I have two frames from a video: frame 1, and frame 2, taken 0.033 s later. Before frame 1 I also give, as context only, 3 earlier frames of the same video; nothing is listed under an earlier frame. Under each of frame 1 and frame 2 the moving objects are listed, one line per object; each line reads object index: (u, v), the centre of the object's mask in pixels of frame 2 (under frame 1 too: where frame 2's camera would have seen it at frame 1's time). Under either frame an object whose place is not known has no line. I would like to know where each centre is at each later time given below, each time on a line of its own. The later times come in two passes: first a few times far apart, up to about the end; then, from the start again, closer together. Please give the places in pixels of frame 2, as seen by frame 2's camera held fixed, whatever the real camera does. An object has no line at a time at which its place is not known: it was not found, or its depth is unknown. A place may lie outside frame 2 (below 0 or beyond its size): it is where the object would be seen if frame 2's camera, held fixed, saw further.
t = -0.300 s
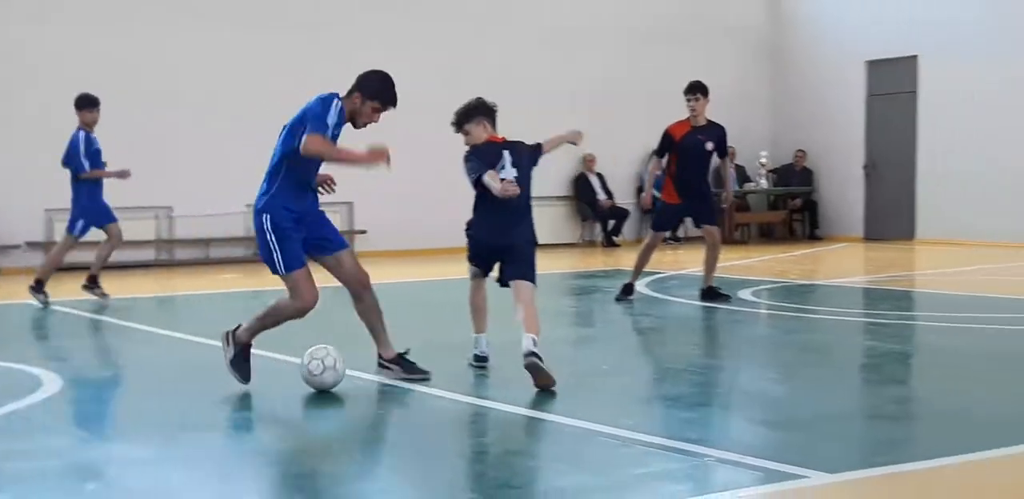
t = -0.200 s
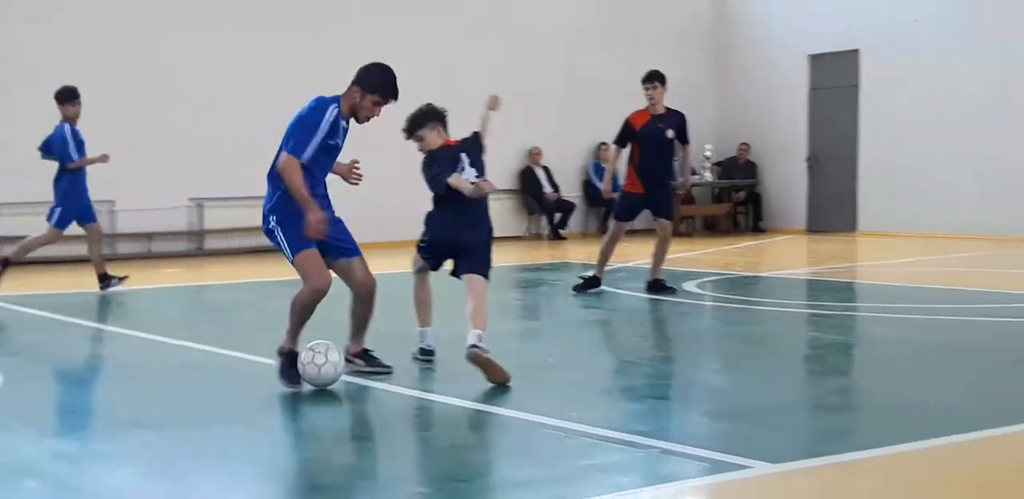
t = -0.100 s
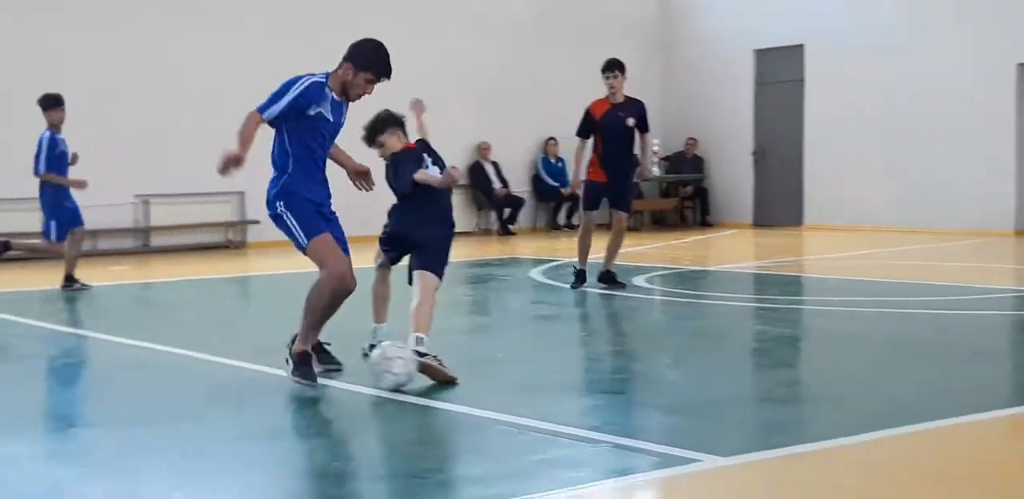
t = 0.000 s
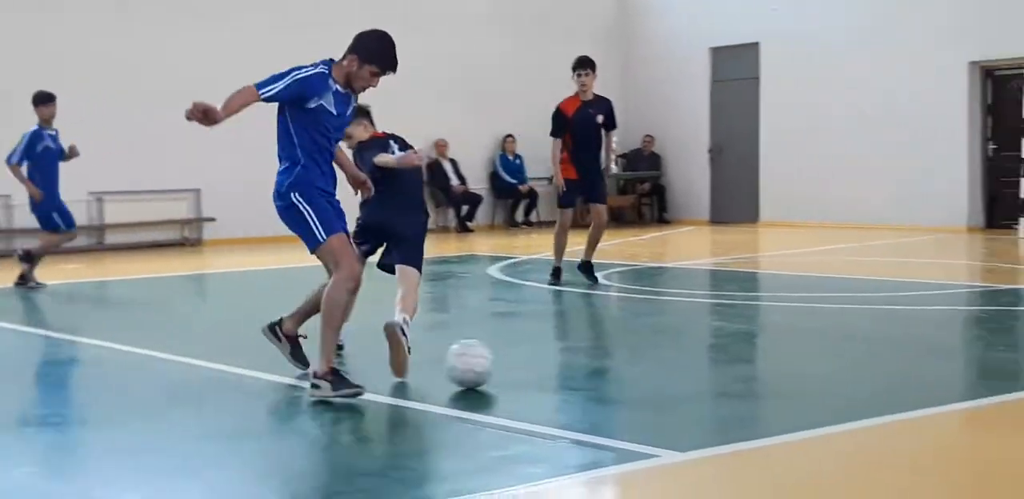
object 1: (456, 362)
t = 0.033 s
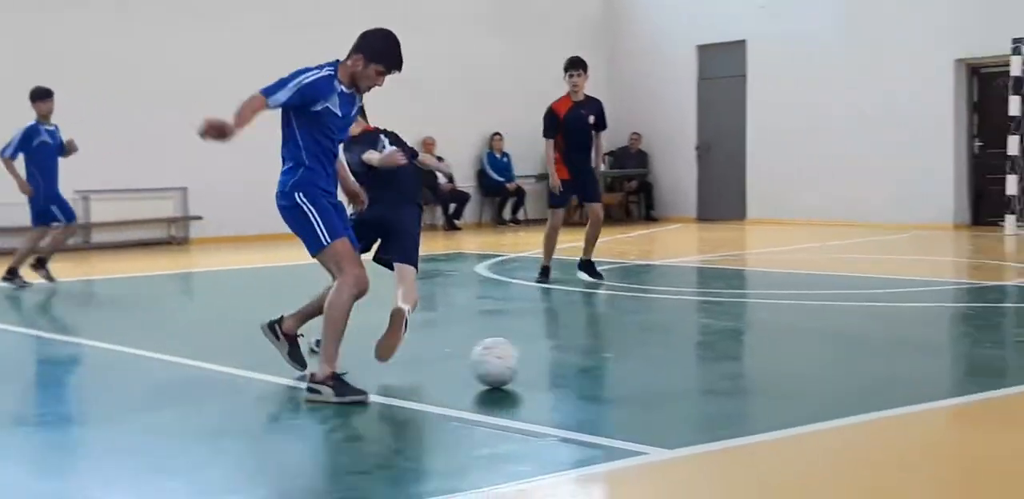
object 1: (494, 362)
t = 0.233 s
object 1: (704, 366)
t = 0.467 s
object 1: (940, 372)
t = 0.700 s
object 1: (1201, 380)
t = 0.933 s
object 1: (1503, 390)
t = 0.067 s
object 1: (532, 363)
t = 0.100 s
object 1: (570, 364)
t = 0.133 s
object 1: (605, 364)
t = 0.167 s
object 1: (638, 365)
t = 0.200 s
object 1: (671, 366)
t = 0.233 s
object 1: (704, 366)
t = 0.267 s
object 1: (737, 367)
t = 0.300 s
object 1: (769, 368)
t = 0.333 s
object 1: (802, 368)
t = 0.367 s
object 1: (835, 369)
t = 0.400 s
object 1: (869, 369)
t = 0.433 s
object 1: (904, 371)
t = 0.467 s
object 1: (940, 372)
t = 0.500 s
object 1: (975, 373)
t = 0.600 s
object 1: (1085, 375)
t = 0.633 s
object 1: (1124, 377)
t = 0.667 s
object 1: (1162, 379)
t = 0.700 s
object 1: (1201, 380)
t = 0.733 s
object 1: (1240, 380)
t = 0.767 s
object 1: (1282, 382)
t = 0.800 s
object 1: (1324, 383)
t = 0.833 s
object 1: (1367, 386)
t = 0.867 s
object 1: (1411, 387)
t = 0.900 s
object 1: (1455, 389)
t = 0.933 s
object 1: (1503, 390)
